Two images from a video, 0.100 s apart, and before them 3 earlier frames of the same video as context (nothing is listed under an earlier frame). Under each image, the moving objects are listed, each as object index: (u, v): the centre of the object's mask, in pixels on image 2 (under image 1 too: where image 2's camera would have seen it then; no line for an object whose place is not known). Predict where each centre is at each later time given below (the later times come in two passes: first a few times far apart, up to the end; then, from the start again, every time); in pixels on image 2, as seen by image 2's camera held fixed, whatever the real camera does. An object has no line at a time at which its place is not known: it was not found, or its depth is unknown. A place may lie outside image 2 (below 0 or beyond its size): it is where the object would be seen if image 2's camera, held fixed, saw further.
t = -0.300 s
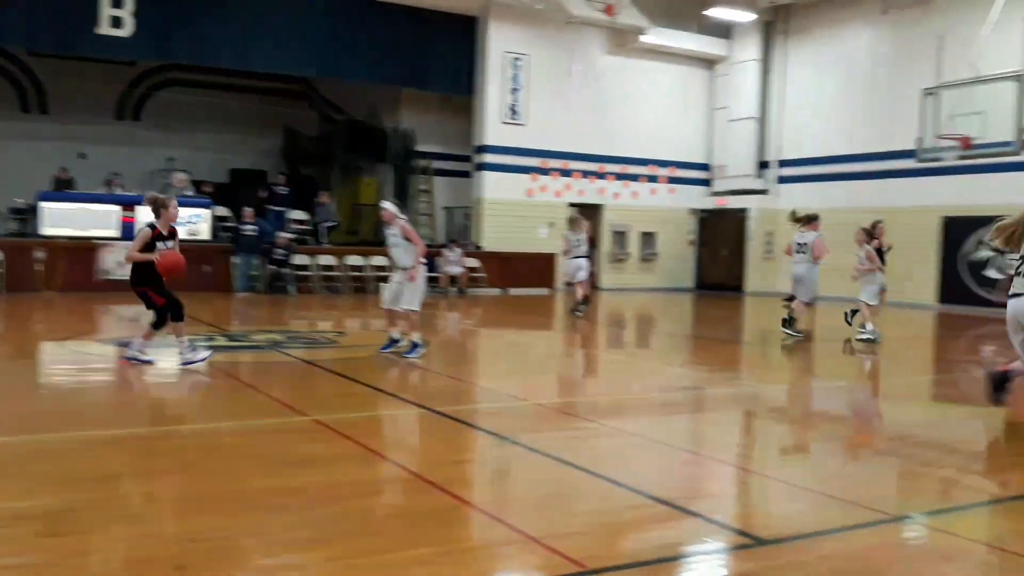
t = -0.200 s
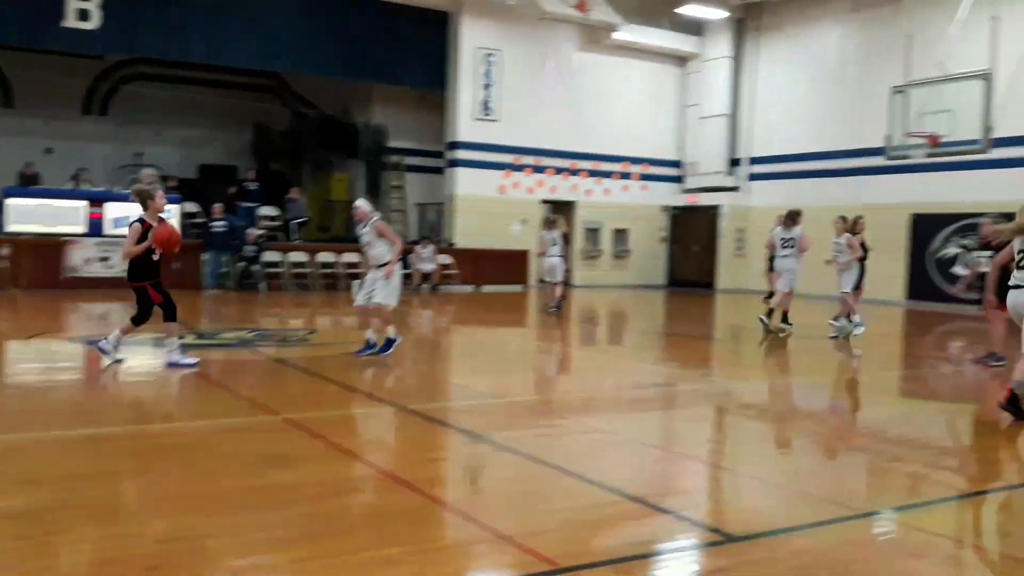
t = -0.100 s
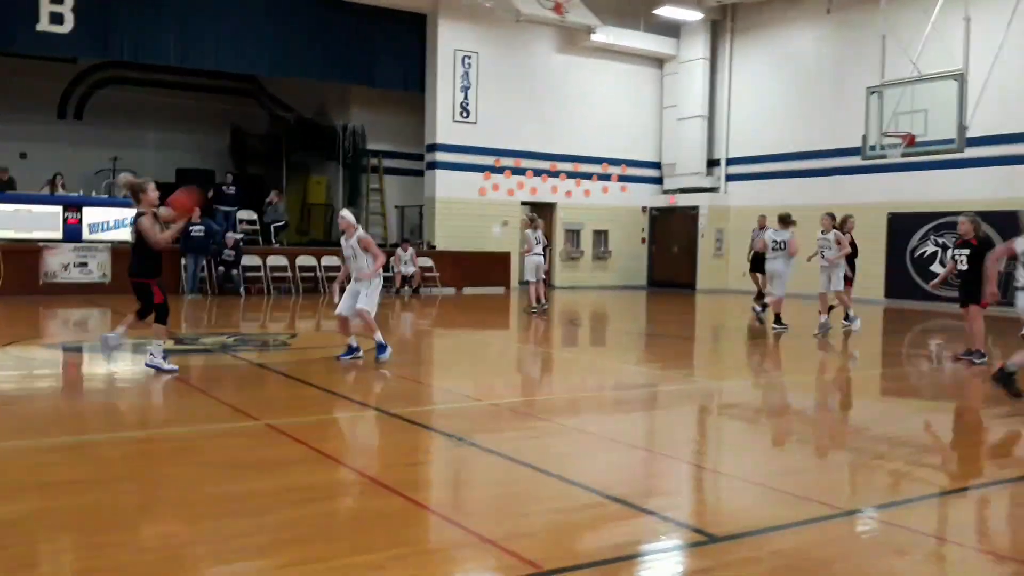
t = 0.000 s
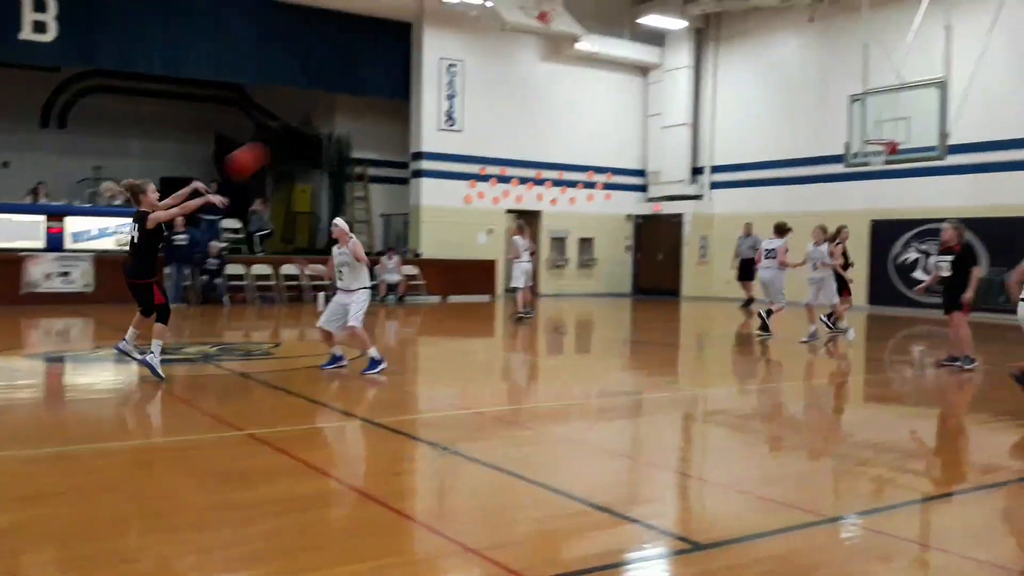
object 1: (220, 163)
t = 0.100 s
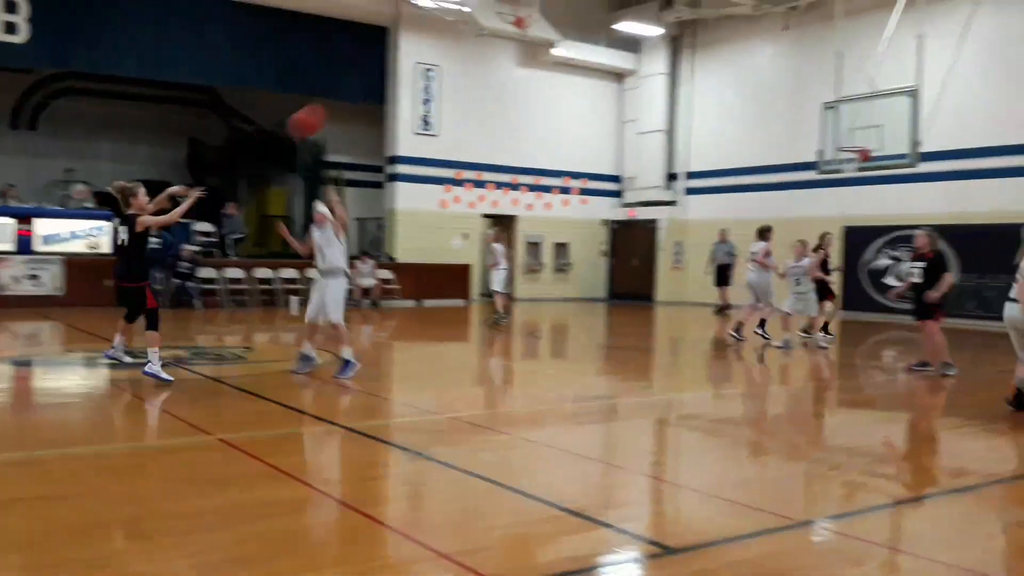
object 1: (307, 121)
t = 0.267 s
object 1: (442, 81)
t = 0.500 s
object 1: (610, 79)
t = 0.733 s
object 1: (754, 130)
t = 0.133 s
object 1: (336, 110)
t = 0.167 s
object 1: (362, 101)
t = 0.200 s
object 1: (387, 93)
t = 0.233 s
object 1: (415, 86)
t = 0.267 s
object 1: (442, 81)
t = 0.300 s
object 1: (466, 77)
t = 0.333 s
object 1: (491, 74)
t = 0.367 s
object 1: (515, 73)
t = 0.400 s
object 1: (540, 72)
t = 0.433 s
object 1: (562, 74)
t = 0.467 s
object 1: (584, 75)
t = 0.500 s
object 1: (610, 79)
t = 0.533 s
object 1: (630, 84)
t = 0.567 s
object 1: (651, 89)
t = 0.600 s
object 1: (673, 96)
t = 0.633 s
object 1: (694, 103)
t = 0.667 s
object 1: (714, 112)
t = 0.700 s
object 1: (735, 121)
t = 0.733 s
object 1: (754, 130)
